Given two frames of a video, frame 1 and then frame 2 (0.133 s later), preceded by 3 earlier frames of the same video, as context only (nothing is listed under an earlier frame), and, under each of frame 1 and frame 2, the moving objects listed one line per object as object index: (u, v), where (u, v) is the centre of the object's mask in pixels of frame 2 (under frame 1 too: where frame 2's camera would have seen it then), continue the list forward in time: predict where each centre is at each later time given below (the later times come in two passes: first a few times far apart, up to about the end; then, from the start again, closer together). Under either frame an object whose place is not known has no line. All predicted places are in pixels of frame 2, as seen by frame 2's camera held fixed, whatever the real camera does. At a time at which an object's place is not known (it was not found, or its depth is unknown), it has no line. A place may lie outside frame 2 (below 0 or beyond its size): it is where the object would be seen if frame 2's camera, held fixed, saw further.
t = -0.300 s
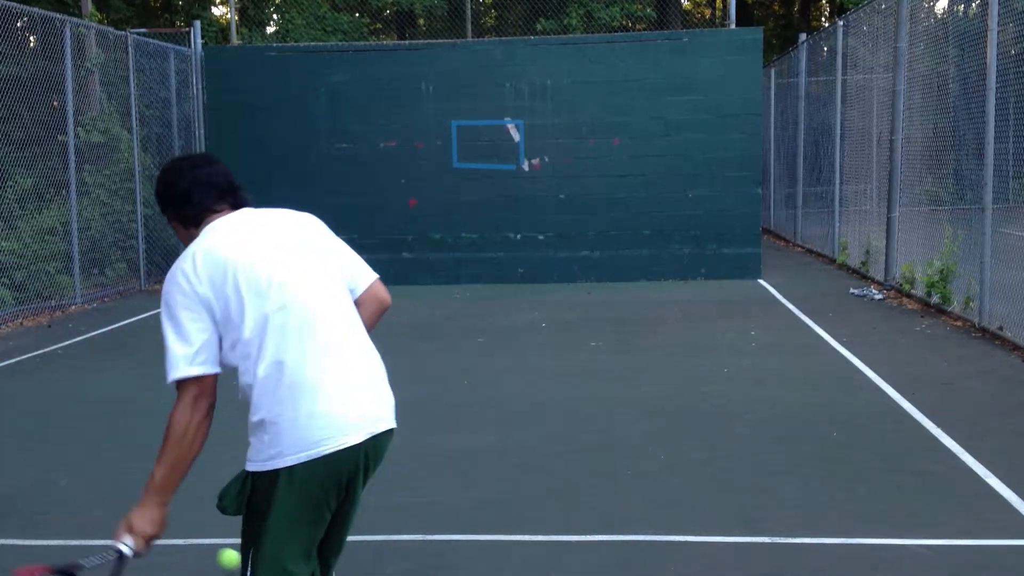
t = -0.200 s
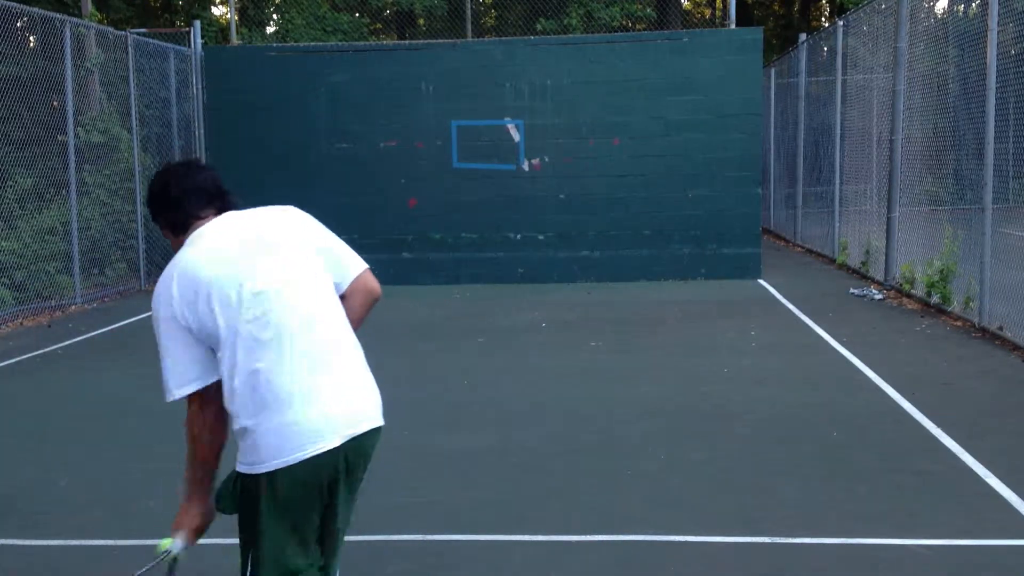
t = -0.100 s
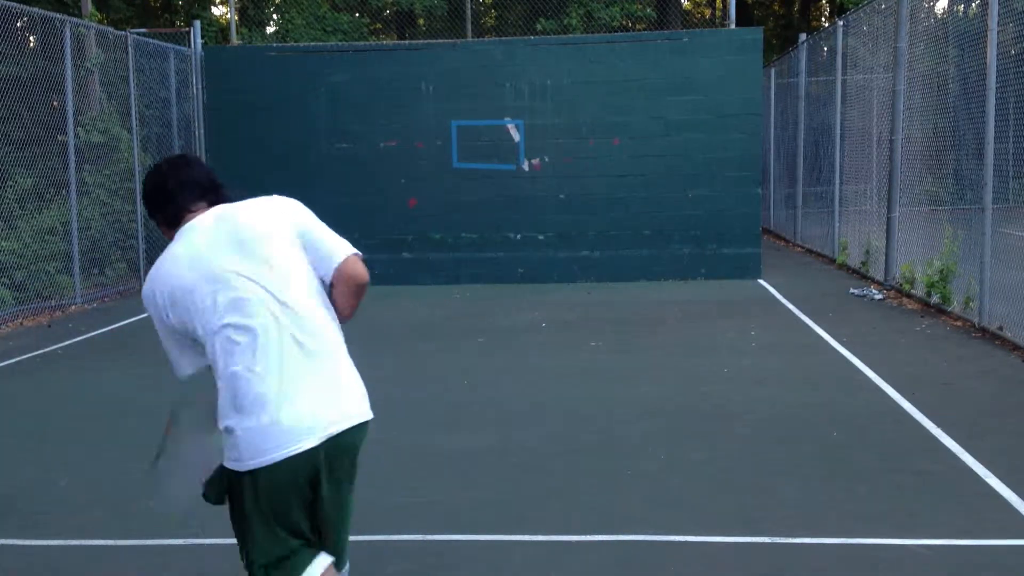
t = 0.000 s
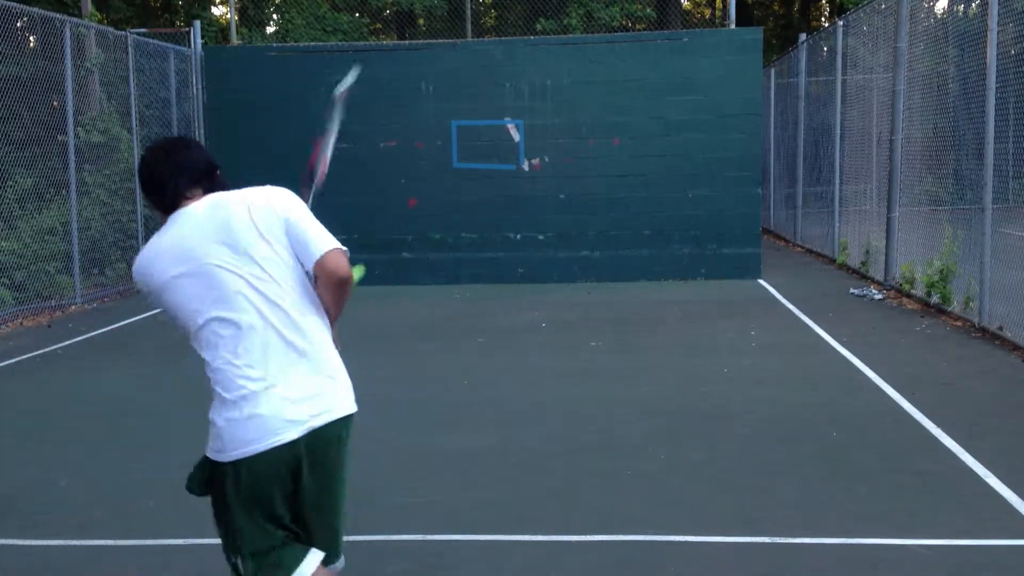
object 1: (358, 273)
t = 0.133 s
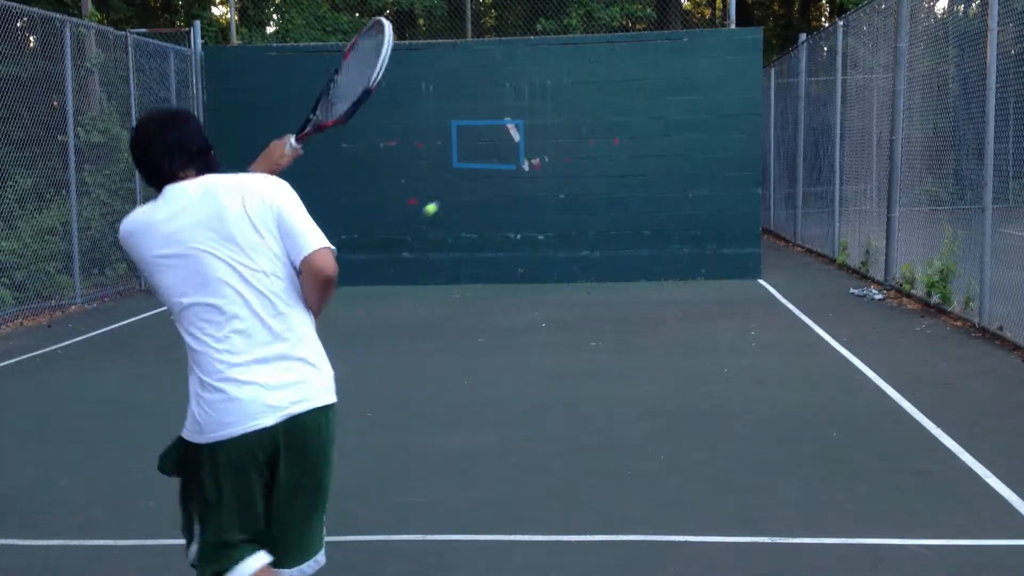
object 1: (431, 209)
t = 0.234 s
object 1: (465, 194)
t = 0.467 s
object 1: (513, 208)
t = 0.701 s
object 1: (507, 266)
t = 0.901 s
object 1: (490, 286)
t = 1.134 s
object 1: (467, 264)
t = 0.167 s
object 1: (443, 202)
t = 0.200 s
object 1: (455, 197)
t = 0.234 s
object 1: (465, 194)
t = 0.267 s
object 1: (474, 193)
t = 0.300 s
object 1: (482, 193)
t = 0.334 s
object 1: (490, 194)
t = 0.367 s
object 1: (496, 197)
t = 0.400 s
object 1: (502, 200)
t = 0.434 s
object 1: (508, 204)
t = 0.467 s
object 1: (513, 208)
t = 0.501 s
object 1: (517, 214)
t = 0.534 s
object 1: (518, 220)
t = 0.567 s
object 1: (516, 226)
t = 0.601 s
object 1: (514, 234)
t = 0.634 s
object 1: (511, 243)
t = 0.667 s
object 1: (509, 253)
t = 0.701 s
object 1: (507, 266)
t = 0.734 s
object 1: (504, 279)
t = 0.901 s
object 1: (490, 286)
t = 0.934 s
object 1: (487, 279)
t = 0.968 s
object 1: (484, 274)
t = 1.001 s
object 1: (480, 269)
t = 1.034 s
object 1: (477, 266)
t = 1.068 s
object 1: (474, 264)
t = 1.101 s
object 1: (470, 263)
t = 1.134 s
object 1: (467, 264)
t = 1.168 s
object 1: (463, 267)
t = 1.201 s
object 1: (460, 271)
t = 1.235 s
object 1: (456, 277)
